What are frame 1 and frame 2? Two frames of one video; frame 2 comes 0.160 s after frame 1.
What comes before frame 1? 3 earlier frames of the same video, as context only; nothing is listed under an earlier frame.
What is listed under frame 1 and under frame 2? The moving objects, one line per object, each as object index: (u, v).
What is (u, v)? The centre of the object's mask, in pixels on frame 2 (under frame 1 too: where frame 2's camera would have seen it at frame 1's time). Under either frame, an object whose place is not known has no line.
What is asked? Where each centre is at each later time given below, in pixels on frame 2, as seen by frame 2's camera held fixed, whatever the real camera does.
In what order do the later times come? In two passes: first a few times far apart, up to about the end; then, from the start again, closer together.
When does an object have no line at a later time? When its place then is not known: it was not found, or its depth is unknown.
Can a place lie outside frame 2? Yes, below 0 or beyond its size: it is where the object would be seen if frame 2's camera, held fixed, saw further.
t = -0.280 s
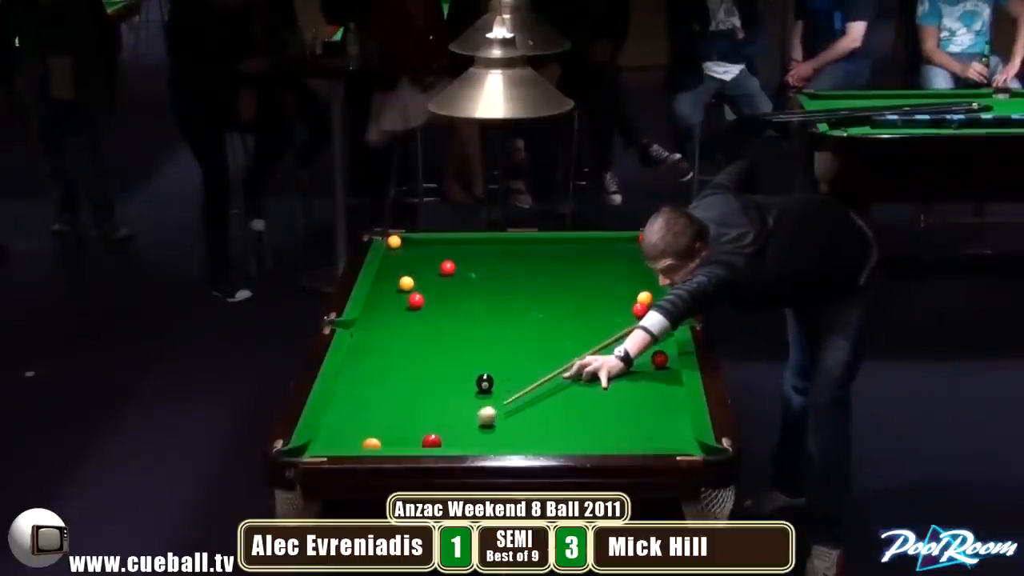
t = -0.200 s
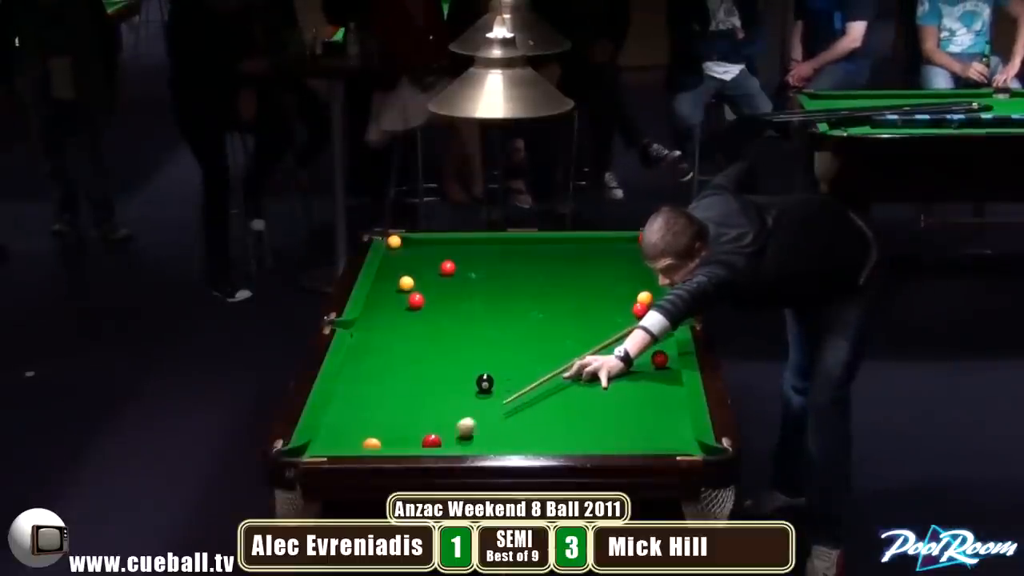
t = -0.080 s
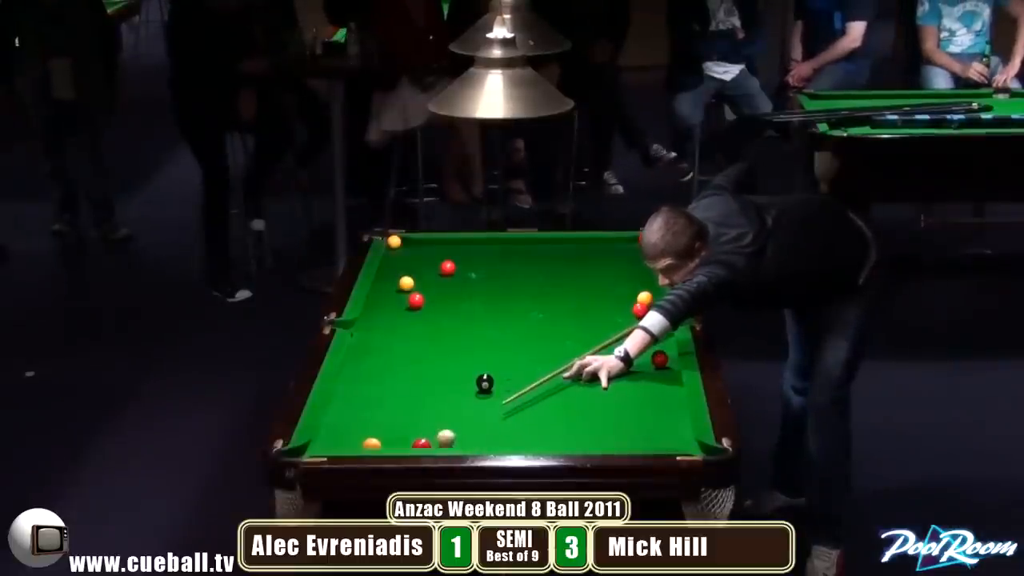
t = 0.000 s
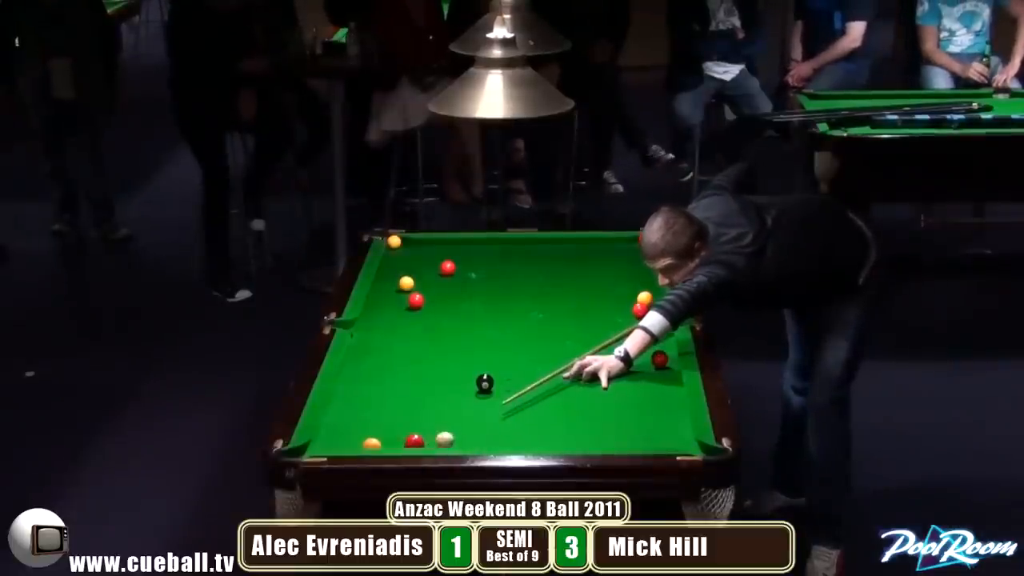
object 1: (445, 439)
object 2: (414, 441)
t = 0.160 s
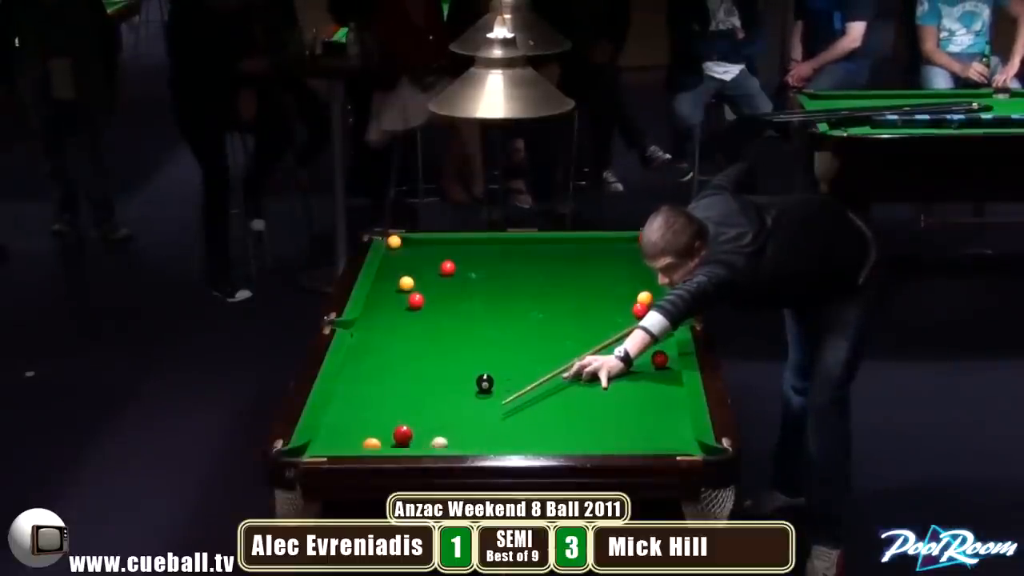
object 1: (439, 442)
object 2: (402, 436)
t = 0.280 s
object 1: (435, 444)
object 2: (394, 430)
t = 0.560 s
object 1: (423, 441)
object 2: (376, 417)
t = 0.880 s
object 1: (411, 439)
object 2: (358, 404)
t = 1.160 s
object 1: (403, 438)
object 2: (343, 394)
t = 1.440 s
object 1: (398, 438)
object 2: (347, 386)
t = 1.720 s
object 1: (396, 438)
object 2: (355, 381)
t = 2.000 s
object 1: (396, 438)
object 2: (362, 375)
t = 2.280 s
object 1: (396, 438)
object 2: (367, 372)
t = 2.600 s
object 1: (396, 438)
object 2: (371, 369)
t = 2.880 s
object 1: (395, 438)
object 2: (373, 367)
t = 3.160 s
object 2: (374, 367)
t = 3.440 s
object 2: (374, 366)
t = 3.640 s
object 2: (374, 367)
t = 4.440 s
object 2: (374, 366)
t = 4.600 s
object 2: (374, 366)
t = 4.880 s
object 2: (374, 367)
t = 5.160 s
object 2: (374, 366)
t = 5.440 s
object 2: (374, 366)
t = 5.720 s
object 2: (374, 366)
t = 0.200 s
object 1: (438, 443)
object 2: (399, 434)
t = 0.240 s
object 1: (437, 443)
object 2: (397, 432)
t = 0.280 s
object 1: (435, 444)
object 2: (394, 430)
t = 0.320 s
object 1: (433, 443)
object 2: (391, 429)
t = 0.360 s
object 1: (431, 443)
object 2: (389, 426)
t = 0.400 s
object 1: (429, 442)
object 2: (386, 424)
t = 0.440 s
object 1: (428, 442)
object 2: (384, 422)
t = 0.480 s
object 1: (426, 442)
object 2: (381, 421)
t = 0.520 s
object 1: (424, 441)
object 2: (379, 419)
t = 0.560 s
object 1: (423, 441)
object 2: (376, 417)
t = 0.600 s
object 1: (421, 441)
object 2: (374, 415)
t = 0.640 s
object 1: (419, 441)
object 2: (372, 414)
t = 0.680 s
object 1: (418, 441)
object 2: (369, 412)
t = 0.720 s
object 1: (417, 440)
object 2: (367, 410)
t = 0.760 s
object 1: (415, 440)
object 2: (365, 409)
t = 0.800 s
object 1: (414, 440)
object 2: (362, 407)
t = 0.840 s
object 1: (412, 439)
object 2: (360, 405)
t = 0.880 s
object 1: (411, 439)
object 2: (358, 404)
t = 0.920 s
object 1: (409, 439)
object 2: (356, 403)
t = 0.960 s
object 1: (408, 439)
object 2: (354, 401)
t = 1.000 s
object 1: (407, 439)
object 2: (351, 400)
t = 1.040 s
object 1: (406, 439)
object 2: (350, 398)
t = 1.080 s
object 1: (405, 439)
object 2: (347, 397)
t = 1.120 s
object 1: (404, 439)
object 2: (345, 395)
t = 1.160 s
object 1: (403, 438)
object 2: (343, 394)
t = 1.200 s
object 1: (402, 438)
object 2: (341, 392)
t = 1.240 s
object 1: (401, 439)
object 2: (339, 391)
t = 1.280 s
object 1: (400, 438)
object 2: (341, 390)
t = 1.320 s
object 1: (400, 438)
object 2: (343, 389)
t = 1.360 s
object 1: (399, 438)
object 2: (344, 388)
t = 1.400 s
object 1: (399, 438)
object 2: (345, 387)
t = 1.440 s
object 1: (398, 438)
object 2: (347, 386)
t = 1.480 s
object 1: (397, 438)
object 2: (348, 386)
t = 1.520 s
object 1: (397, 438)
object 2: (349, 384)
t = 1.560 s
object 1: (397, 438)
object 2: (351, 384)
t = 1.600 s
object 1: (396, 438)
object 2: (352, 382)
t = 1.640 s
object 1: (396, 438)
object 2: (353, 382)
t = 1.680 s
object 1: (396, 438)
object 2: (354, 381)
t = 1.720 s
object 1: (396, 438)
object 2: (355, 381)
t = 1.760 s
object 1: (396, 438)
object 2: (356, 380)
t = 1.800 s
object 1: (396, 438)
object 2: (357, 379)
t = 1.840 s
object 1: (396, 438)
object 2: (358, 378)
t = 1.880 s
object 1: (396, 438)
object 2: (359, 378)
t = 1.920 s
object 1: (396, 438)
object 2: (360, 377)
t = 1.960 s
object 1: (396, 438)
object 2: (361, 376)
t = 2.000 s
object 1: (396, 438)
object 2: (362, 375)
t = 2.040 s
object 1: (396, 438)
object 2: (363, 375)
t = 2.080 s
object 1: (396, 438)
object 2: (363, 375)
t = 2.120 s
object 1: (396, 438)
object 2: (364, 374)
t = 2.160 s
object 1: (396, 438)
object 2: (365, 373)
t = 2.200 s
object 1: (396, 438)
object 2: (365, 373)
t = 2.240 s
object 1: (396, 438)
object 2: (366, 372)
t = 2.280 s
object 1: (396, 438)
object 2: (367, 372)
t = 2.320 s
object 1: (396, 438)
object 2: (367, 371)
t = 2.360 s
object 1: (396, 438)
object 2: (368, 371)
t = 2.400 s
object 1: (396, 438)
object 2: (369, 370)
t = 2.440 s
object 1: (396, 438)
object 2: (369, 370)
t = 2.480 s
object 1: (396, 438)
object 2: (370, 370)
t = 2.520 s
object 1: (396, 438)
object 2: (370, 370)
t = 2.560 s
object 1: (396, 438)
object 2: (370, 369)
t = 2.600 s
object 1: (396, 438)
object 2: (371, 369)
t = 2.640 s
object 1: (396, 438)
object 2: (371, 369)
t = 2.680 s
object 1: (395, 438)
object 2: (372, 368)
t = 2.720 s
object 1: (395, 438)
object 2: (372, 368)
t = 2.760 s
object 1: (395, 438)
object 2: (372, 368)
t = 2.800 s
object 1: (395, 438)
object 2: (373, 368)
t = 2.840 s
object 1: (395, 438)
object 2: (373, 367)
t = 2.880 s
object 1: (395, 438)
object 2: (373, 367)
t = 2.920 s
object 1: (395, 438)
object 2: (373, 367)
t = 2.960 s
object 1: (395, 438)
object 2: (373, 367)
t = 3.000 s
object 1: (395, 438)
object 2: (373, 367)
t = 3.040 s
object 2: (373, 367)
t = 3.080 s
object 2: (374, 367)
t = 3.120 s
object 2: (374, 367)
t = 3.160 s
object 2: (374, 367)
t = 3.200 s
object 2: (374, 366)
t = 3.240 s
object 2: (374, 367)
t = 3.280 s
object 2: (374, 367)
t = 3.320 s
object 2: (374, 367)
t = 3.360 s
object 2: (374, 367)
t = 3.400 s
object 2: (374, 367)
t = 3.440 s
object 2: (374, 366)
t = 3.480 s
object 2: (374, 367)
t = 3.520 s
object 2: (374, 366)
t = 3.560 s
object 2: (374, 367)
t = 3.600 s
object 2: (374, 367)
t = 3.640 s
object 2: (374, 367)
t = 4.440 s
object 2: (374, 366)
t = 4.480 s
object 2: (374, 366)
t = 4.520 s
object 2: (374, 366)
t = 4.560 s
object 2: (374, 364)
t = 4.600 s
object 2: (374, 366)
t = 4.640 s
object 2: (374, 367)
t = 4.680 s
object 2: (374, 365)
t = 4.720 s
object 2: (374, 366)
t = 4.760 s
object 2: (374, 367)
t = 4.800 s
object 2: (374, 366)
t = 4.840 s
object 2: (374, 365)
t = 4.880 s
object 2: (374, 367)
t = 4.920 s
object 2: (374, 366)
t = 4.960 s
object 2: (374, 366)
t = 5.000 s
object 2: (374, 366)
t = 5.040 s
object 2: (374, 367)
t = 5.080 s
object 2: (374, 366)
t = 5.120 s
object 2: (374, 366)
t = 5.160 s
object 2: (374, 366)
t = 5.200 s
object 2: (374, 366)
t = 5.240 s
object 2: (374, 366)
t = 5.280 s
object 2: (374, 366)
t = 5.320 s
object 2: (374, 366)
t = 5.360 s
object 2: (374, 367)
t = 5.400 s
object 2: (374, 366)
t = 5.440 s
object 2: (374, 366)
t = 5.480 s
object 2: (374, 366)
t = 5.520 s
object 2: (374, 366)
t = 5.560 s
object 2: (374, 366)
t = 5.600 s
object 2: (374, 366)
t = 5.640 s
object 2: (374, 366)
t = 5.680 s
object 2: (374, 366)
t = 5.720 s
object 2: (374, 366)
